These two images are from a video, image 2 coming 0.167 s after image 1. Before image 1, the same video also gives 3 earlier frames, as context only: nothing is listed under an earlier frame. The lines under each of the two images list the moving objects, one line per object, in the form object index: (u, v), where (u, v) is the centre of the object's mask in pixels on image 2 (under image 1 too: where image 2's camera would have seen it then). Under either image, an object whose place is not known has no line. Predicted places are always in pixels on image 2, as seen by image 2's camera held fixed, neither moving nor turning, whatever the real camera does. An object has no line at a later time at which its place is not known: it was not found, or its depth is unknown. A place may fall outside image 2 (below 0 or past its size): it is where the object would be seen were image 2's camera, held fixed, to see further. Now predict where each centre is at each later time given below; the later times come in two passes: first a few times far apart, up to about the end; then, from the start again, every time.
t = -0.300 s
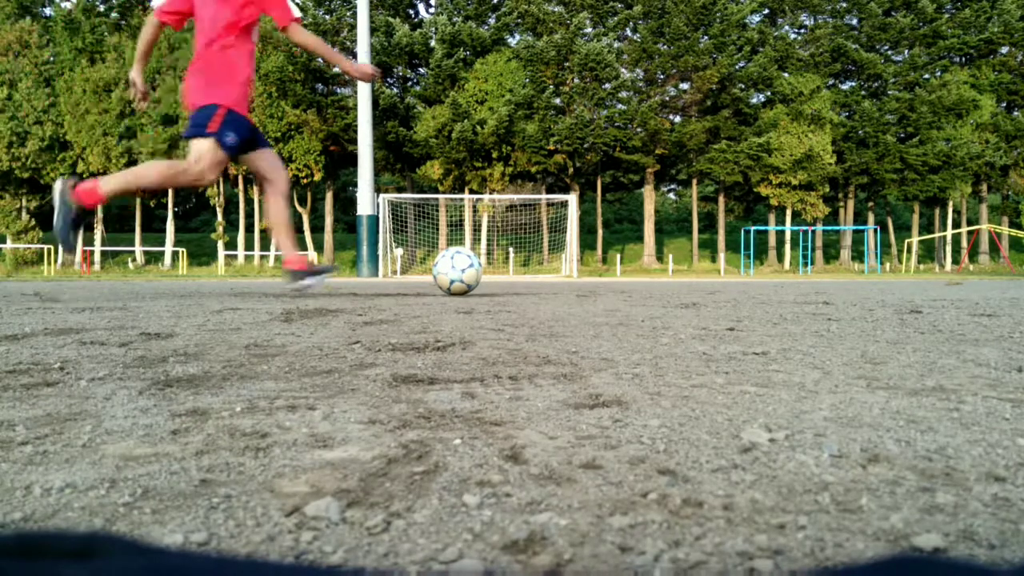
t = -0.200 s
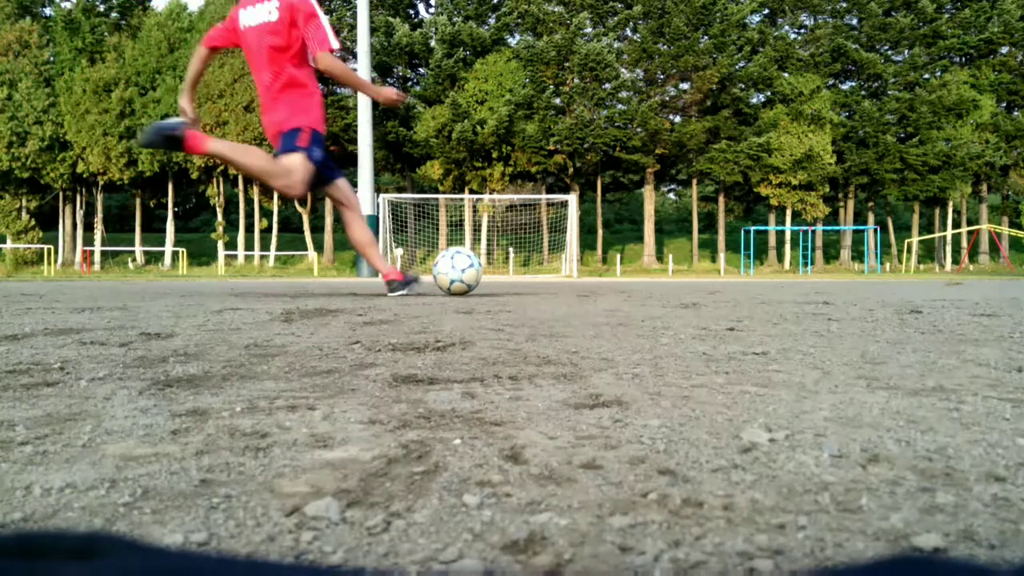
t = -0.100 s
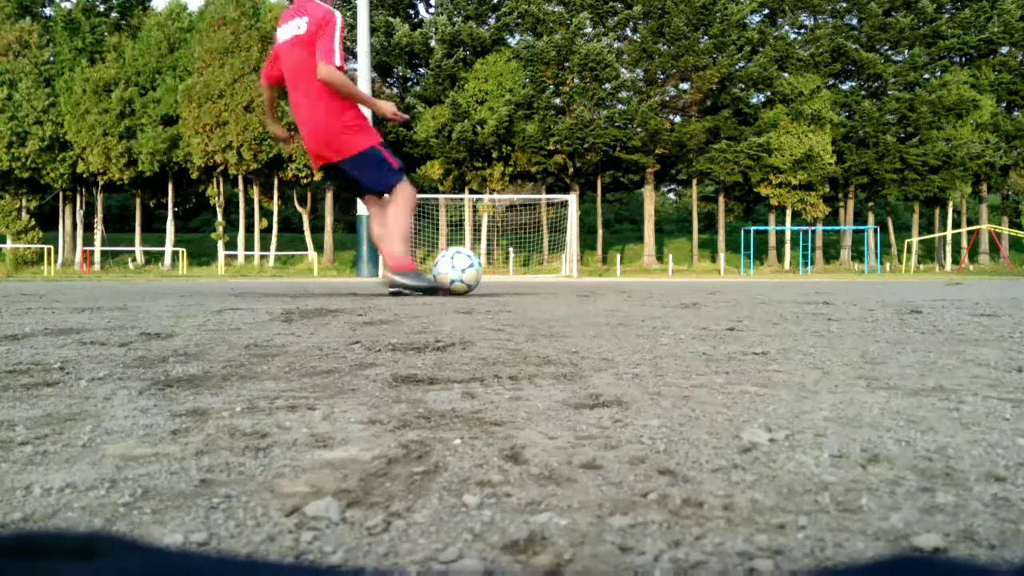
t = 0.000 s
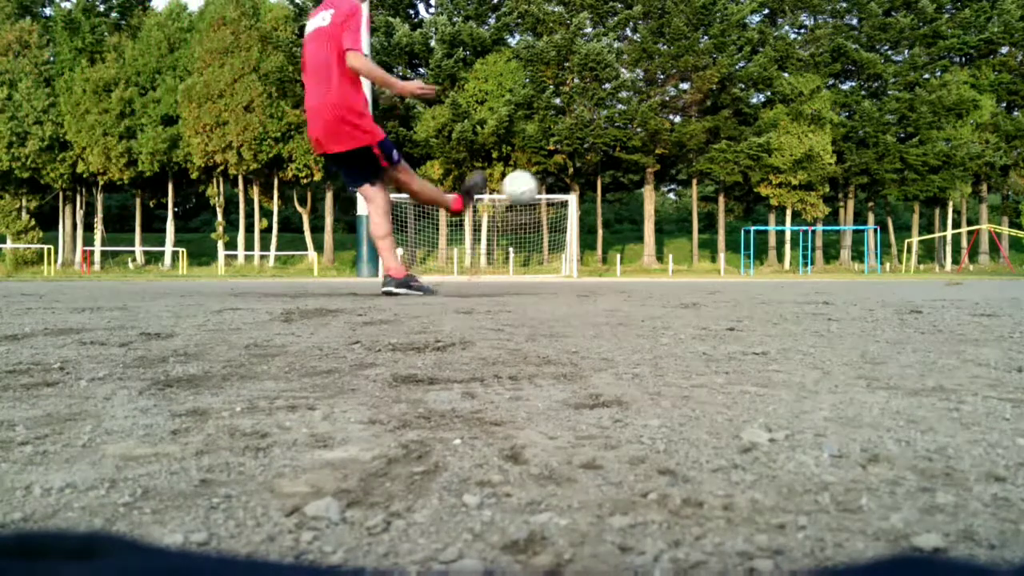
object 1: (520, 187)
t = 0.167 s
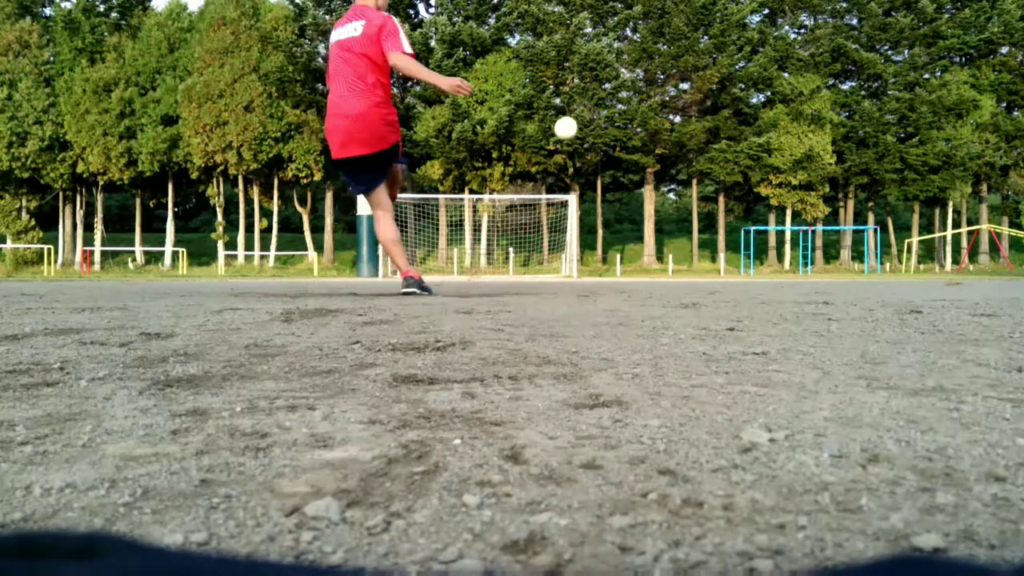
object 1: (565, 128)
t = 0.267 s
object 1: (575, 118)
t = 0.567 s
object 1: (577, 133)
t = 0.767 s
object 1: (571, 160)
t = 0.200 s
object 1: (569, 123)
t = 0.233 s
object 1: (573, 120)
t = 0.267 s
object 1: (575, 118)
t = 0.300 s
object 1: (576, 118)
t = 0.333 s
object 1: (577, 118)
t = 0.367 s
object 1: (578, 119)
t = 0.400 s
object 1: (579, 120)
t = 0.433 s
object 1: (578, 122)
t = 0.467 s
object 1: (579, 124)
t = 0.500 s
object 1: (578, 126)
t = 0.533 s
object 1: (578, 130)
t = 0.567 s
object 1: (577, 133)
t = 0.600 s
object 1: (576, 137)
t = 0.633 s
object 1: (575, 141)
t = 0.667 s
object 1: (574, 145)
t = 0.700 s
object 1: (573, 150)
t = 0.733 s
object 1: (572, 154)
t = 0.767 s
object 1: (571, 160)
